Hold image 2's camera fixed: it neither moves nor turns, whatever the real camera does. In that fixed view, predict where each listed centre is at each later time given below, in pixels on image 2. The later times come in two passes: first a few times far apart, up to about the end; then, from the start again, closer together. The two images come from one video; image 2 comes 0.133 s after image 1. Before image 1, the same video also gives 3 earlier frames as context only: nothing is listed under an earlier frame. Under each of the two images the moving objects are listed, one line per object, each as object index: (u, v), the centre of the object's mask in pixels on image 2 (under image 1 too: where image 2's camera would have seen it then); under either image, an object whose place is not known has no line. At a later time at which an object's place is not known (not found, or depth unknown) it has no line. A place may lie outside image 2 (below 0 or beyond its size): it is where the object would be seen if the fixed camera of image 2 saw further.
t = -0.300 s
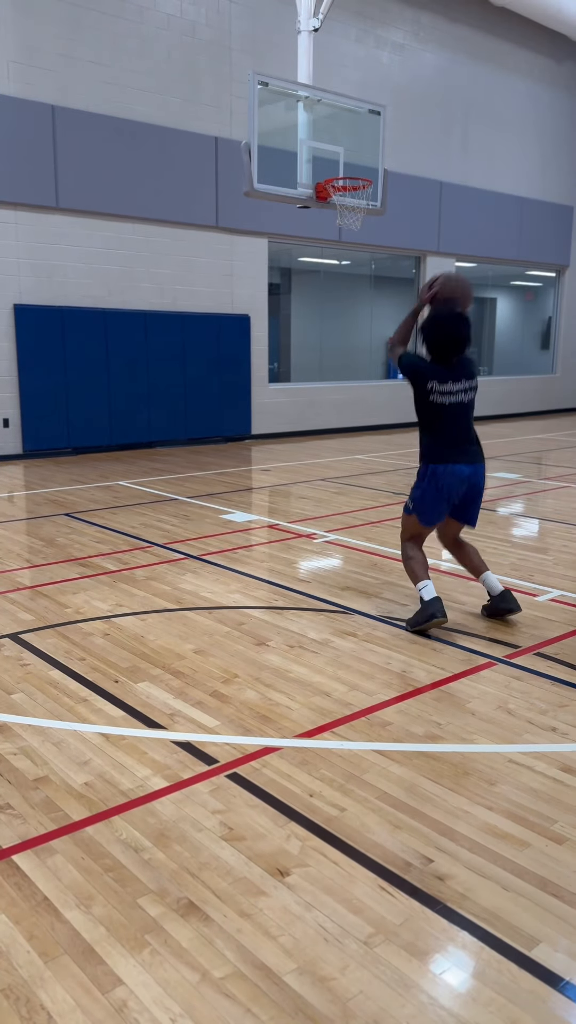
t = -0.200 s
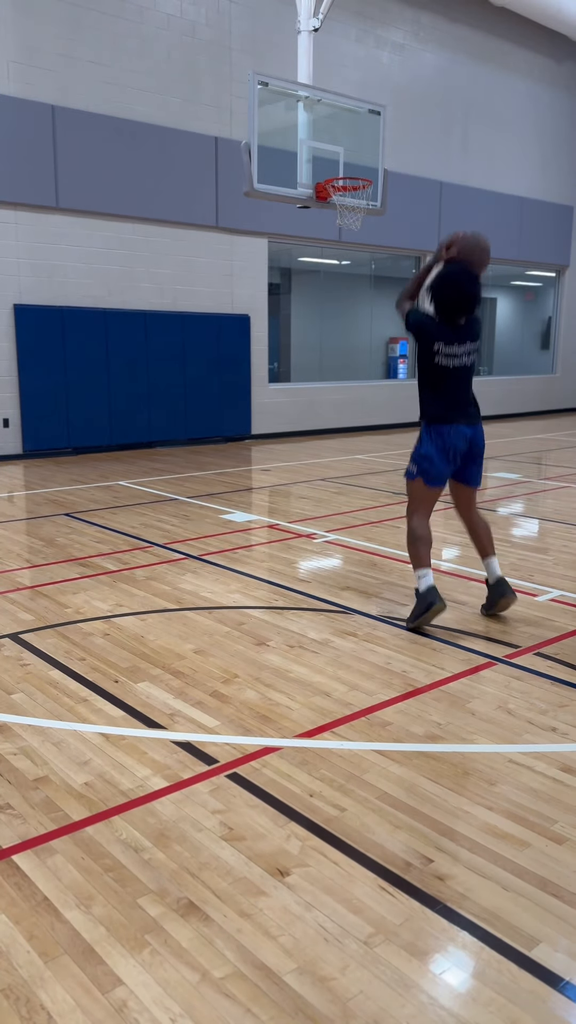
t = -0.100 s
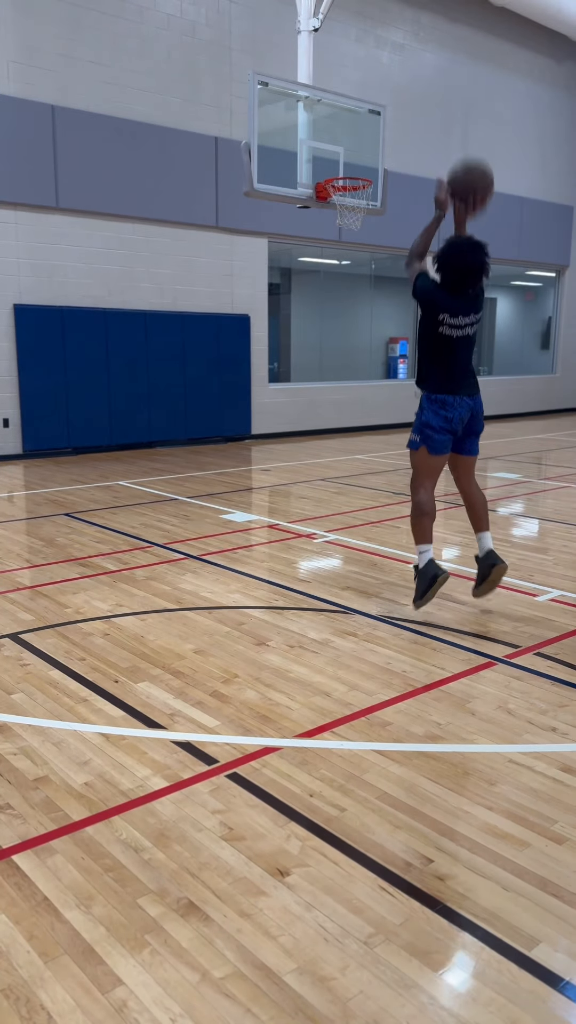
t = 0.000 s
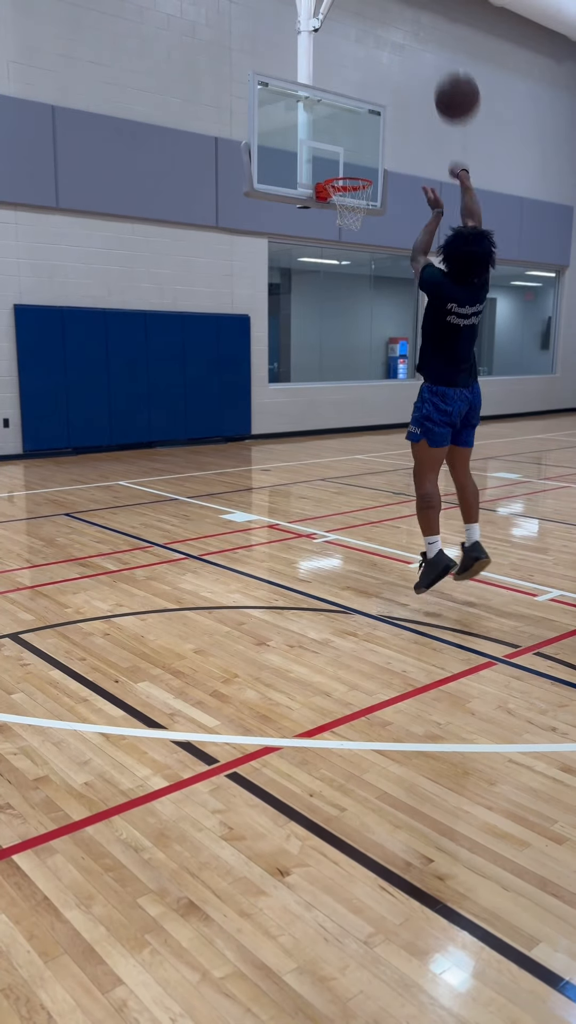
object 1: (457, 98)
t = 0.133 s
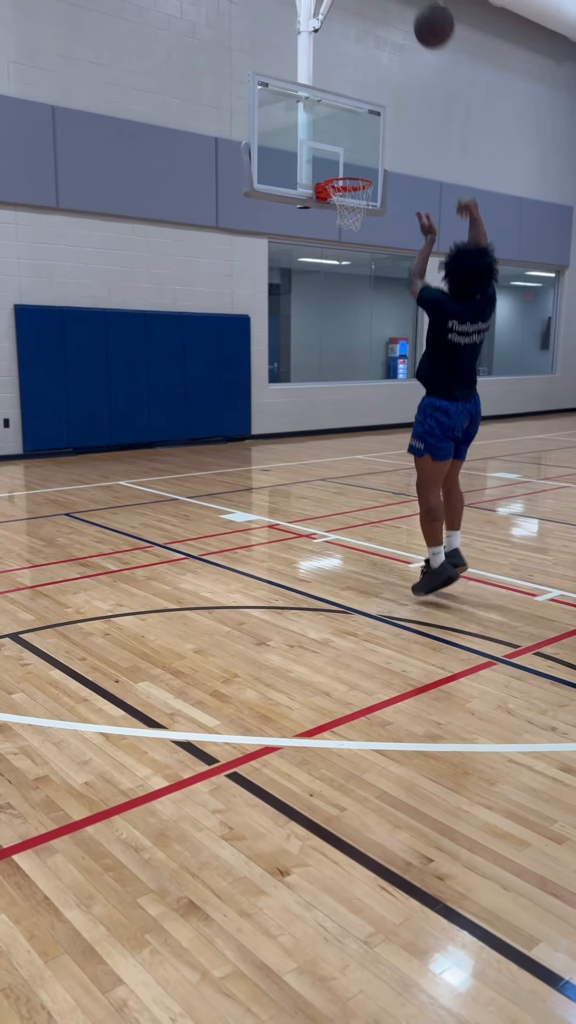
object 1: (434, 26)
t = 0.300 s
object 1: (409, 6)
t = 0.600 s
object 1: (375, 37)
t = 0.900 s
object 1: (350, 163)
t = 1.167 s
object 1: (337, 280)
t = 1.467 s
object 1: (325, 447)
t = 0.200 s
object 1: (423, 12)
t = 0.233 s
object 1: (418, 9)
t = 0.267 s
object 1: (413, 7)
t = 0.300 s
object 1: (409, 6)
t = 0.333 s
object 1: (404, 5)
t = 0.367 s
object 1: (400, 5)
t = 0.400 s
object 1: (396, 6)
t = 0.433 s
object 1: (392, 8)
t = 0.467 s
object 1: (388, 10)
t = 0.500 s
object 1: (385, 13)
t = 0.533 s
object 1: (382, 17)
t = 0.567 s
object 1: (378, 26)
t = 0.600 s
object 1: (375, 37)
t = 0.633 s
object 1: (372, 48)
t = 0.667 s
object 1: (369, 59)
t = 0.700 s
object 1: (366, 72)
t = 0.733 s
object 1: (363, 85)
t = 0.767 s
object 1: (360, 99)
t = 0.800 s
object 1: (358, 115)
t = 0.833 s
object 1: (355, 131)
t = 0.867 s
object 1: (352, 146)
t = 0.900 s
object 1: (350, 163)
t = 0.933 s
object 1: (350, 178)
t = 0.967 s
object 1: (345, 195)
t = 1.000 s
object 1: (343, 210)
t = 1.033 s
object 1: (343, 224)
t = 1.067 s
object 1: (342, 235)
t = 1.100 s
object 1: (340, 250)
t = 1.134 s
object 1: (339, 265)
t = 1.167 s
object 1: (337, 280)
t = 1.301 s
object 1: (332, 347)
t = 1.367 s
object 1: (329, 386)
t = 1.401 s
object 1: (327, 406)
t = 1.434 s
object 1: (326, 425)
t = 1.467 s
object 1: (325, 447)
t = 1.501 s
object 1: (324, 466)
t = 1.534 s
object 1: (324, 452)
